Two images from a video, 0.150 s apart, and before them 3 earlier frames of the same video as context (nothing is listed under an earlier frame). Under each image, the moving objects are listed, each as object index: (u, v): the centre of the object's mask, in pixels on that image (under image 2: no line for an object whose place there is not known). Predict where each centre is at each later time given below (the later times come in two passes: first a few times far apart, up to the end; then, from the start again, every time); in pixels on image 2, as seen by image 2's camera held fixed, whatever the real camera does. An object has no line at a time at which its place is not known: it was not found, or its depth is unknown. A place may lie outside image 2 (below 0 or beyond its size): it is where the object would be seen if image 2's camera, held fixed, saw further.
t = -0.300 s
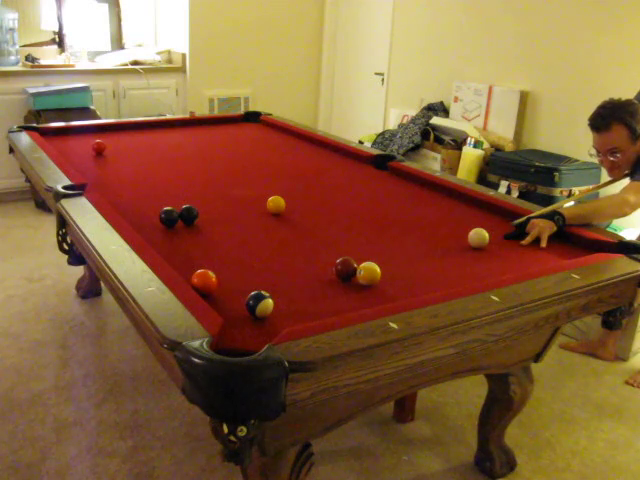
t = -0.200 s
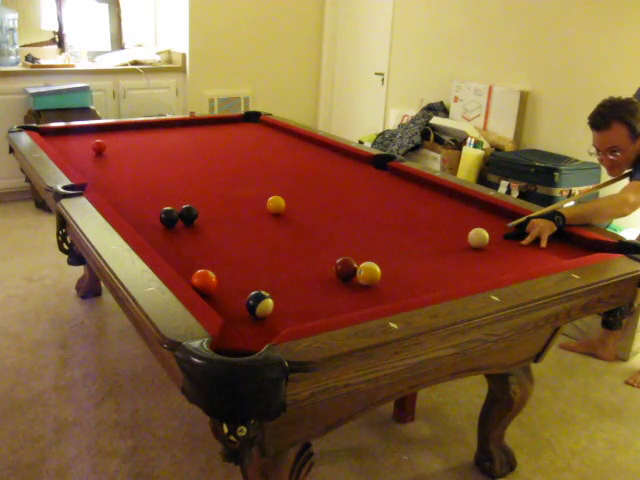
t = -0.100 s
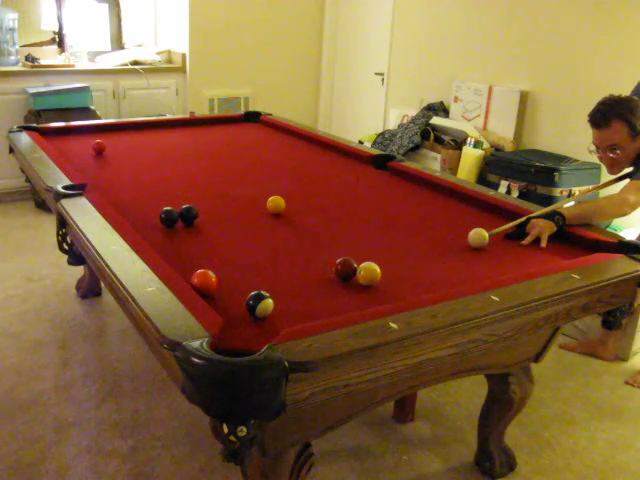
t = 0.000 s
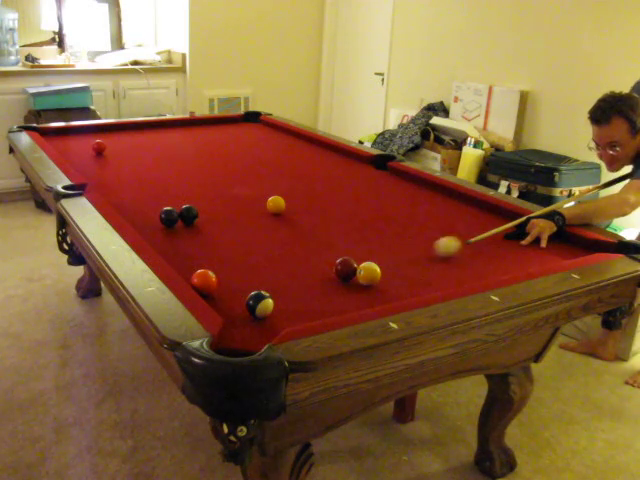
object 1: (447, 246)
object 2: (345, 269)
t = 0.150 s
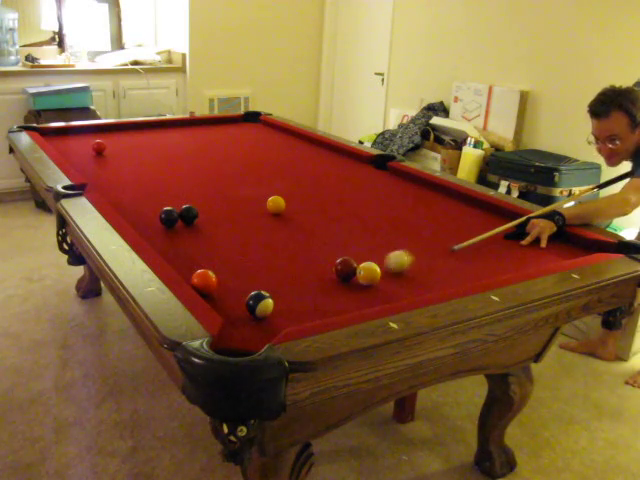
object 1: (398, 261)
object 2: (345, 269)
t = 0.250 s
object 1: (378, 265)
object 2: (342, 267)
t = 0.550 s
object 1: (358, 264)
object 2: (331, 270)
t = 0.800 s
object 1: (352, 262)
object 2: (317, 272)
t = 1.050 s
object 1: (348, 261)
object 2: (306, 273)
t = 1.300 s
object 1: (347, 261)
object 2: (297, 276)
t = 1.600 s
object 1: (348, 261)
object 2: (290, 277)
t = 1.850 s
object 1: (348, 261)
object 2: (287, 279)
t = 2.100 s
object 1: (348, 261)
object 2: (285, 279)
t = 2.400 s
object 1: (348, 261)
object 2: (284, 280)
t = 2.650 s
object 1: (348, 261)
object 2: (285, 280)
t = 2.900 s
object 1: (348, 261)
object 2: (285, 279)
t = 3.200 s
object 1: (348, 261)
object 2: (285, 280)
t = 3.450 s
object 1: (348, 261)
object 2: (285, 280)
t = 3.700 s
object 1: (348, 261)
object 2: (284, 280)
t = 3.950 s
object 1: (348, 261)
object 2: (285, 280)
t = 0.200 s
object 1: (386, 264)
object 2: (345, 269)
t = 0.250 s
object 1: (378, 265)
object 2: (342, 267)
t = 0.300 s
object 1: (372, 265)
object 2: (344, 266)
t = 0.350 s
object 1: (367, 265)
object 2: (343, 267)
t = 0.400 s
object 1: (364, 265)
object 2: (340, 269)
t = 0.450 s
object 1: (362, 264)
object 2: (337, 269)
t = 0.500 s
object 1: (360, 264)
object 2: (333, 270)
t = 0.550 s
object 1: (358, 264)
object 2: (331, 270)
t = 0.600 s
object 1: (357, 264)
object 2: (328, 270)
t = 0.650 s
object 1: (355, 263)
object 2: (325, 271)
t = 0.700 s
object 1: (354, 263)
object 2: (322, 271)
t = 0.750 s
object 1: (353, 263)
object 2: (319, 271)
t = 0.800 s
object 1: (352, 262)
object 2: (317, 272)
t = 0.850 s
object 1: (351, 262)
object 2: (314, 272)
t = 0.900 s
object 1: (350, 262)
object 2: (312, 273)
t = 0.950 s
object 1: (349, 262)
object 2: (310, 273)
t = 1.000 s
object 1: (349, 262)
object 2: (308, 273)
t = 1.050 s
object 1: (348, 261)
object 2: (306, 273)
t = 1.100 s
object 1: (348, 261)
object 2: (304, 274)
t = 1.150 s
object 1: (347, 261)
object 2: (302, 275)
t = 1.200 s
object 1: (347, 261)
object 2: (300, 275)
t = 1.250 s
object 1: (347, 261)
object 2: (299, 276)
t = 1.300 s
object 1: (347, 261)
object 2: (297, 276)
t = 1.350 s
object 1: (347, 261)
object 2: (295, 276)
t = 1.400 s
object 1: (347, 261)
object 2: (294, 276)
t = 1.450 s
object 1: (347, 261)
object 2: (293, 276)
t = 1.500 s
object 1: (348, 261)
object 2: (292, 277)
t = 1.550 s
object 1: (348, 261)
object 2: (291, 277)
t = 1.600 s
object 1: (348, 261)
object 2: (290, 277)
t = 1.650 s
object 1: (348, 261)
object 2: (290, 278)
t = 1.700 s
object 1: (348, 261)
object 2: (289, 278)
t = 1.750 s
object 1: (347, 261)
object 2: (288, 278)
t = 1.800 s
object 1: (348, 261)
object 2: (287, 279)
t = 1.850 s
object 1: (348, 261)
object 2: (287, 279)
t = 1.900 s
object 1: (348, 261)
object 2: (286, 279)
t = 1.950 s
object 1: (348, 261)
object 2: (286, 279)
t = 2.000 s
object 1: (348, 261)
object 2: (286, 279)
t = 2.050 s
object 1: (348, 261)
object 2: (285, 279)
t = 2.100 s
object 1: (348, 261)
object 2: (285, 279)
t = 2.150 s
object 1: (348, 261)
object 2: (285, 280)
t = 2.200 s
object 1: (348, 261)
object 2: (285, 280)
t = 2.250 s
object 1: (348, 261)
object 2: (285, 280)
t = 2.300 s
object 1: (348, 261)
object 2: (285, 280)
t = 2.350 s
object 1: (348, 261)
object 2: (284, 280)
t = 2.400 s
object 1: (348, 261)
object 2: (284, 280)
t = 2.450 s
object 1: (348, 261)
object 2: (284, 280)
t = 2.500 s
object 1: (348, 261)
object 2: (284, 280)
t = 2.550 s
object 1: (348, 261)
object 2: (285, 280)
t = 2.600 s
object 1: (348, 261)
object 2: (285, 280)
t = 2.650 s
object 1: (348, 261)
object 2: (285, 280)
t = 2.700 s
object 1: (348, 261)
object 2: (284, 280)
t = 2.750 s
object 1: (348, 261)
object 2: (284, 279)
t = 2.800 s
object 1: (348, 261)
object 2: (285, 279)
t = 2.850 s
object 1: (348, 261)
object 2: (285, 279)
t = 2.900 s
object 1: (348, 261)
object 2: (285, 279)
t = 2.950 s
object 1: (348, 261)
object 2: (285, 279)
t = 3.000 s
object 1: (348, 261)
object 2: (285, 279)
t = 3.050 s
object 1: (348, 261)
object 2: (285, 280)
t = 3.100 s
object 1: (348, 261)
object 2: (285, 279)
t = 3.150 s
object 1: (348, 261)
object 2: (285, 280)
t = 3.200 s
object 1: (348, 261)
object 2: (285, 280)
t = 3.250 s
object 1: (348, 261)
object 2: (285, 280)
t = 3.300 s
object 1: (348, 261)
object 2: (285, 280)
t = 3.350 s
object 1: (348, 261)
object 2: (285, 280)
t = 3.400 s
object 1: (348, 261)
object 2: (285, 280)
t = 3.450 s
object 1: (348, 261)
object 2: (285, 280)
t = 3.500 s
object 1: (348, 261)
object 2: (285, 280)
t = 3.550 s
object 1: (348, 261)
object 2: (285, 280)
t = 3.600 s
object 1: (348, 261)
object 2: (285, 280)
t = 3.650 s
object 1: (348, 261)
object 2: (284, 280)
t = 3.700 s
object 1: (348, 261)
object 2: (284, 280)
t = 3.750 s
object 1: (348, 261)
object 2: (285, 280)
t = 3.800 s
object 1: (348, 261)
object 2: (285, 280)
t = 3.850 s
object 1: (348, 261)
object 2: (285, 280)
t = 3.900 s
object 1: (348, 261)
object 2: (285, 280)
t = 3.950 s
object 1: (348, 261)
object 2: (285, 280)
